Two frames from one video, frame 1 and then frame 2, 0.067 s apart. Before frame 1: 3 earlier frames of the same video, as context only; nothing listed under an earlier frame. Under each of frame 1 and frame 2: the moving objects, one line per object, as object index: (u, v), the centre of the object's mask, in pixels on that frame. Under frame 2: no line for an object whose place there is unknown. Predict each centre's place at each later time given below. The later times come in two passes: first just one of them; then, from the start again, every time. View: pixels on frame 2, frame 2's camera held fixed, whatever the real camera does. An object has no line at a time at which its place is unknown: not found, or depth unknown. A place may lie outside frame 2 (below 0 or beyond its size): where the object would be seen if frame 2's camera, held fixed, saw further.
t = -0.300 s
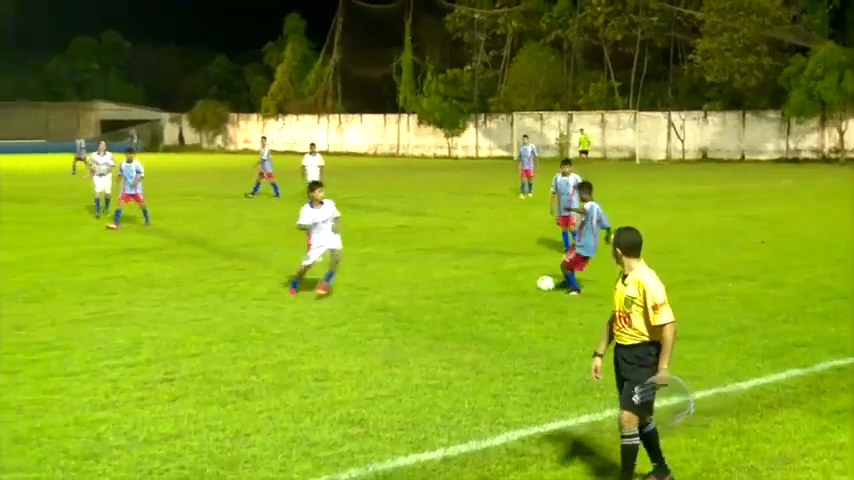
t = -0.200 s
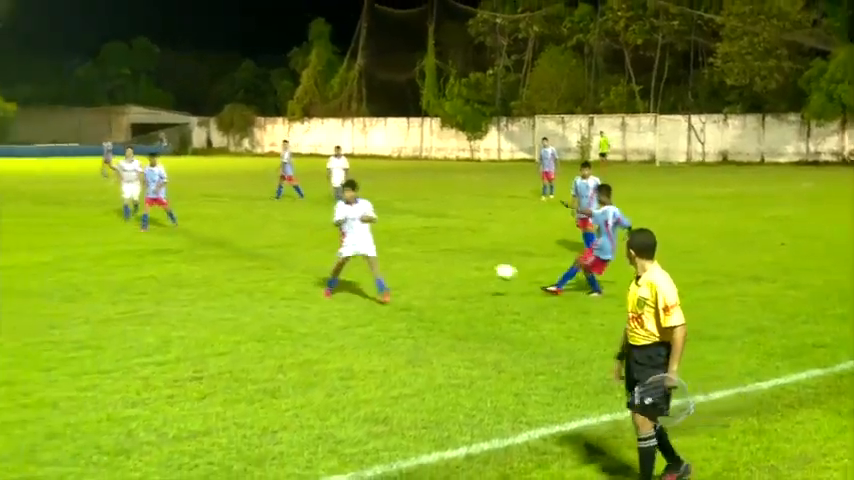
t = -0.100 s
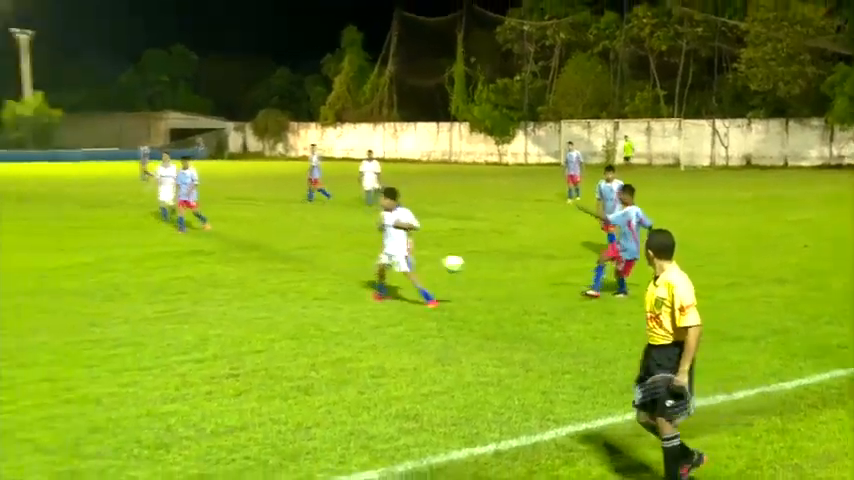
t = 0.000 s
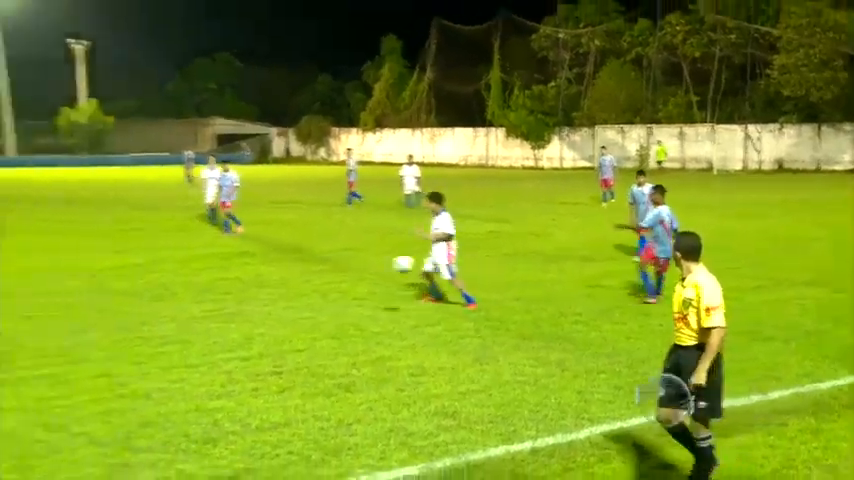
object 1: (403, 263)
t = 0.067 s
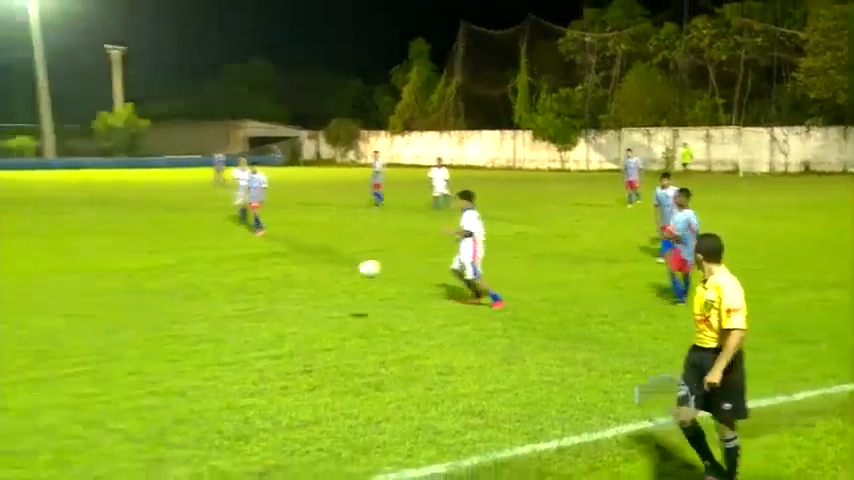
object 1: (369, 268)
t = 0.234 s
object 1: (200, 297)
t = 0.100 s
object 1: (338, 272)
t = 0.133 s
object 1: (305, 276)
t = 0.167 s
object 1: (272, 281)
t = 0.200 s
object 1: (234, 289)
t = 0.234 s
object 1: (200, 297)
